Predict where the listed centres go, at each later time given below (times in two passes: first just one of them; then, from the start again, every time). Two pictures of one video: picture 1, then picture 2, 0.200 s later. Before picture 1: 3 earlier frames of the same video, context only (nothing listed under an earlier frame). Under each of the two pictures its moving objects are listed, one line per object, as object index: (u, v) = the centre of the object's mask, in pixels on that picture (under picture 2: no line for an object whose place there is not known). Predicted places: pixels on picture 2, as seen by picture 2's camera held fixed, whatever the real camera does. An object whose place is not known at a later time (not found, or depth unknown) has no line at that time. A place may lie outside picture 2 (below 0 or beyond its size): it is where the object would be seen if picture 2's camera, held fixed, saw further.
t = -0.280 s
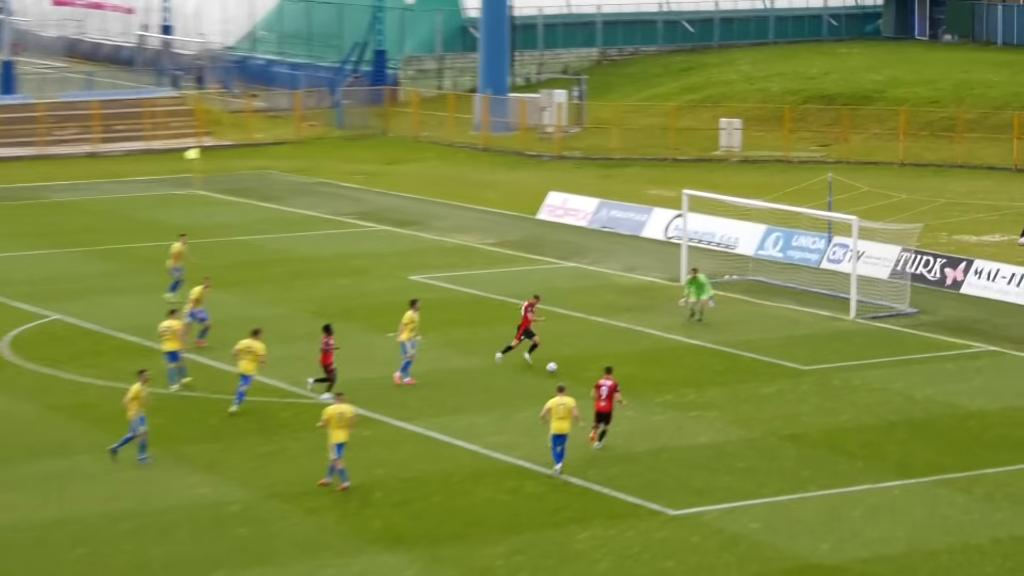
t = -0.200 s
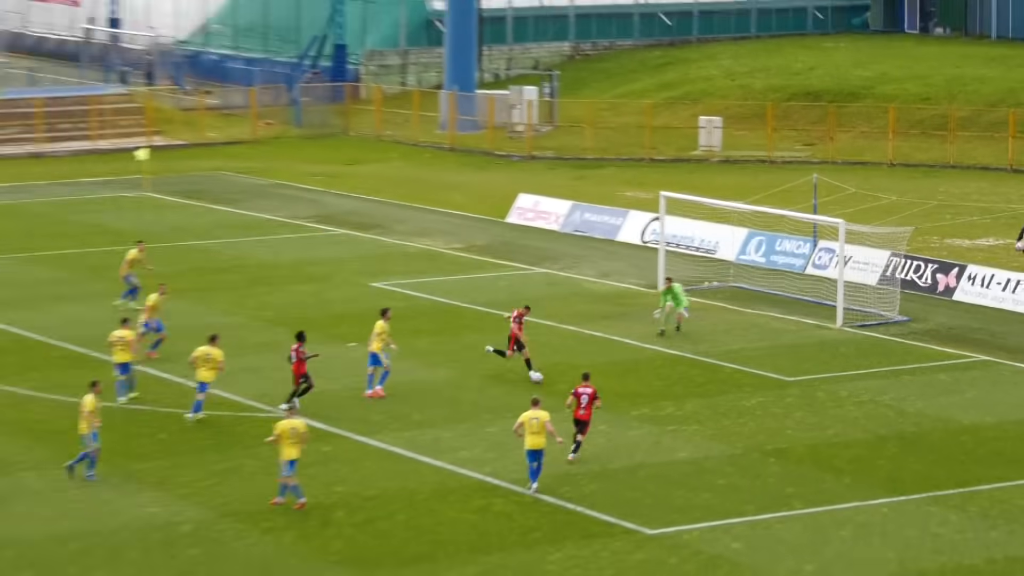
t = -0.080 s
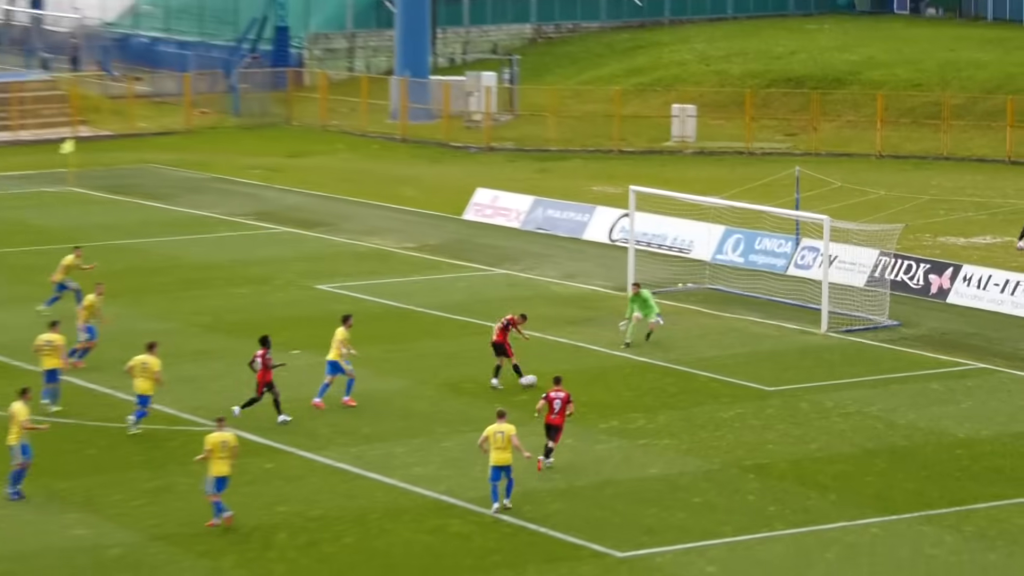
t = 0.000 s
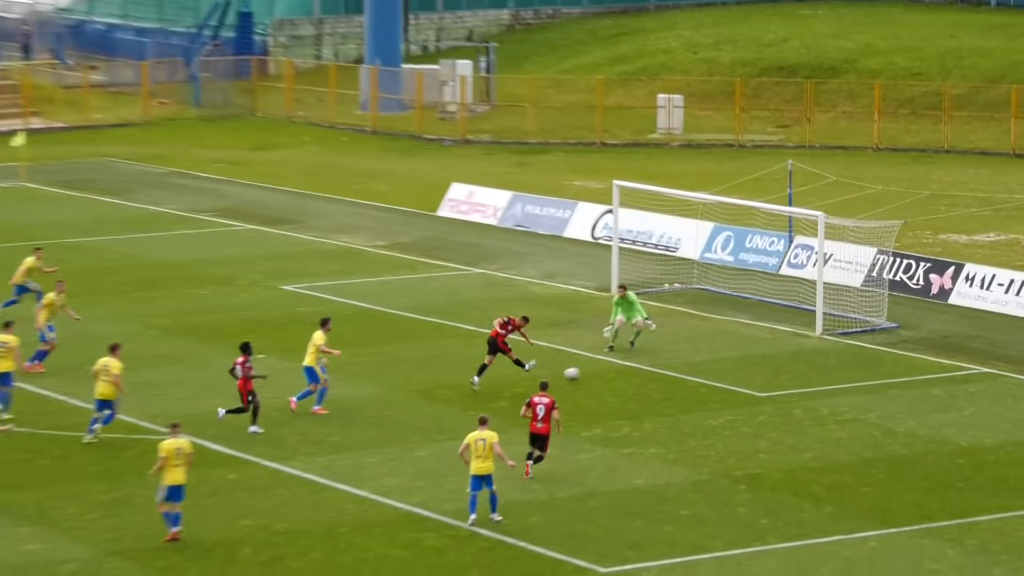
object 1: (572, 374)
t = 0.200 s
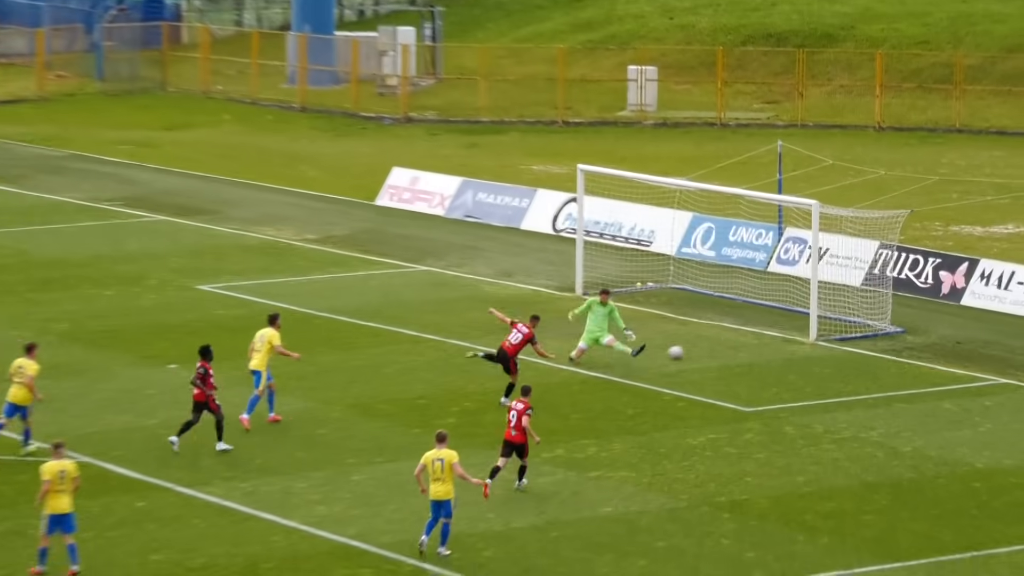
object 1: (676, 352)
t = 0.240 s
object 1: (700, 347)
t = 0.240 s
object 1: (700, 347)
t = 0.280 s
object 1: (723, 342)
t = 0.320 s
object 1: (744, 338)
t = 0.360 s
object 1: (763, 332)
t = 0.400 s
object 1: (782, 328)
